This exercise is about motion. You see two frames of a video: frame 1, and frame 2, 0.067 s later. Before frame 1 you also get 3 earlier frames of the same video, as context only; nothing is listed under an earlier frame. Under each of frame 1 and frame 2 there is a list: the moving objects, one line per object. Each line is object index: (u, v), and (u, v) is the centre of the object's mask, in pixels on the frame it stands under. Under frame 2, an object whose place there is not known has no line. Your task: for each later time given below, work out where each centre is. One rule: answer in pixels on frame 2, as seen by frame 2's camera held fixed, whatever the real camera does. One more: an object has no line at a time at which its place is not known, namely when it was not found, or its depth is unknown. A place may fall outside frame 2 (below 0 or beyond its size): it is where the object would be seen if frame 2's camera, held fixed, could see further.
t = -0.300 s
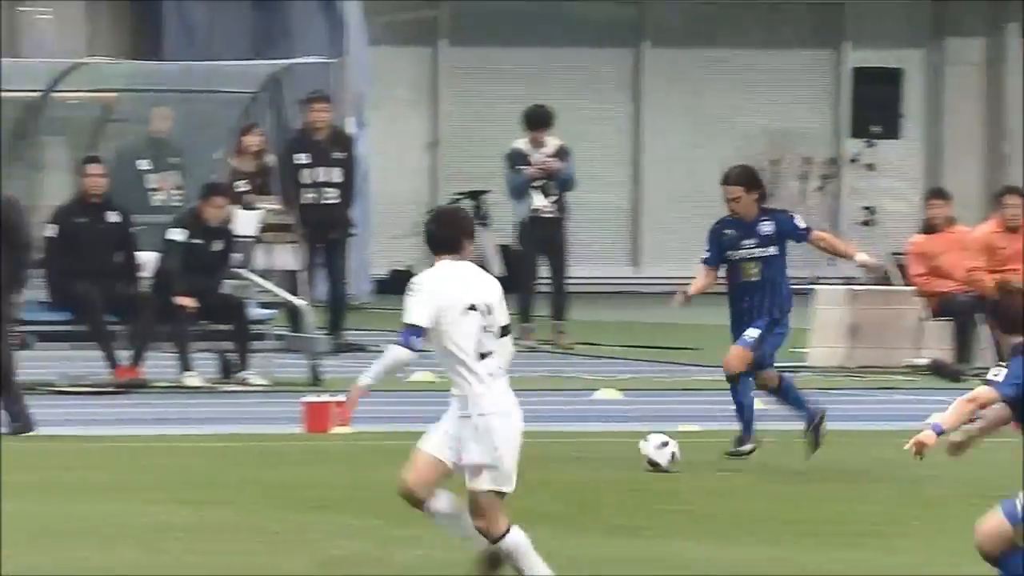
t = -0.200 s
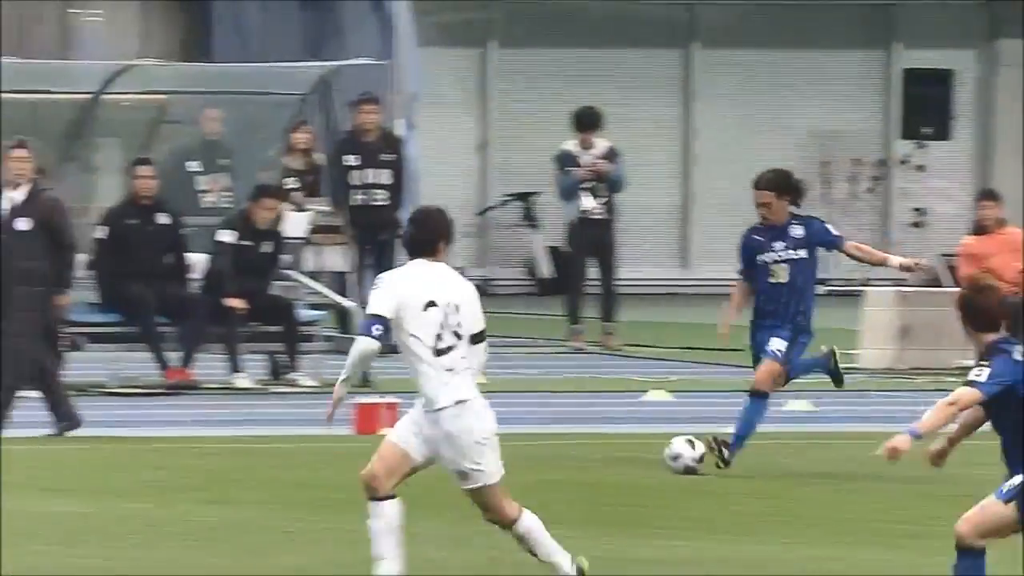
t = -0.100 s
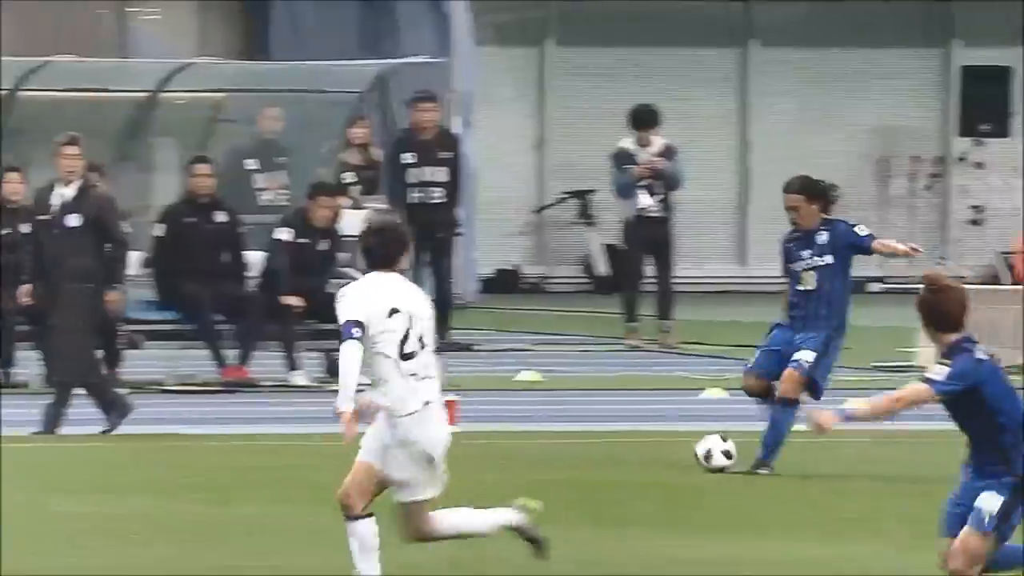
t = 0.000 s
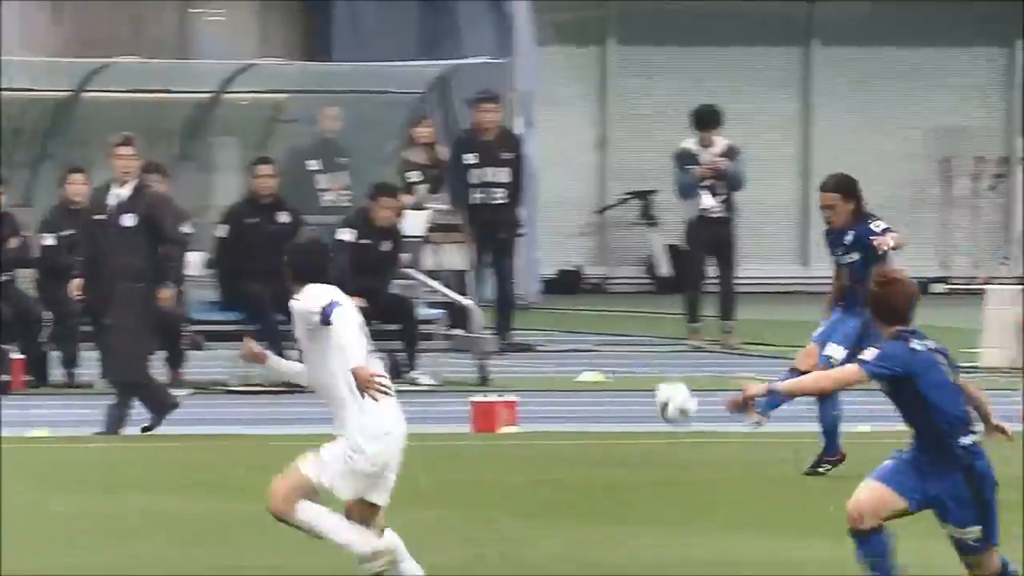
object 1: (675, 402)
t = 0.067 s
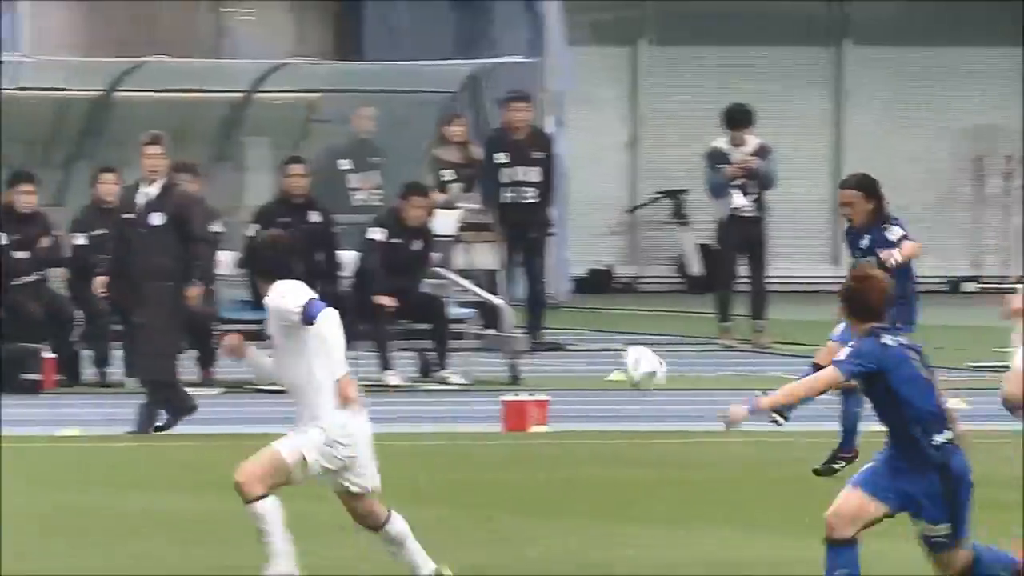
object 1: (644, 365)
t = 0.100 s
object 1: (602, 348)
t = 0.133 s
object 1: (563, 330)
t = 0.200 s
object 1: (491, 297)
